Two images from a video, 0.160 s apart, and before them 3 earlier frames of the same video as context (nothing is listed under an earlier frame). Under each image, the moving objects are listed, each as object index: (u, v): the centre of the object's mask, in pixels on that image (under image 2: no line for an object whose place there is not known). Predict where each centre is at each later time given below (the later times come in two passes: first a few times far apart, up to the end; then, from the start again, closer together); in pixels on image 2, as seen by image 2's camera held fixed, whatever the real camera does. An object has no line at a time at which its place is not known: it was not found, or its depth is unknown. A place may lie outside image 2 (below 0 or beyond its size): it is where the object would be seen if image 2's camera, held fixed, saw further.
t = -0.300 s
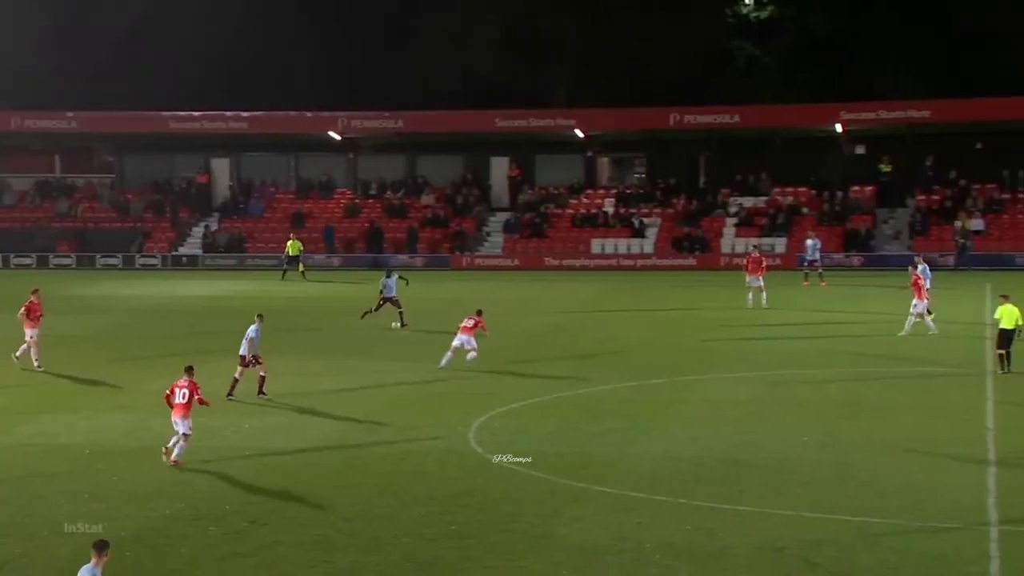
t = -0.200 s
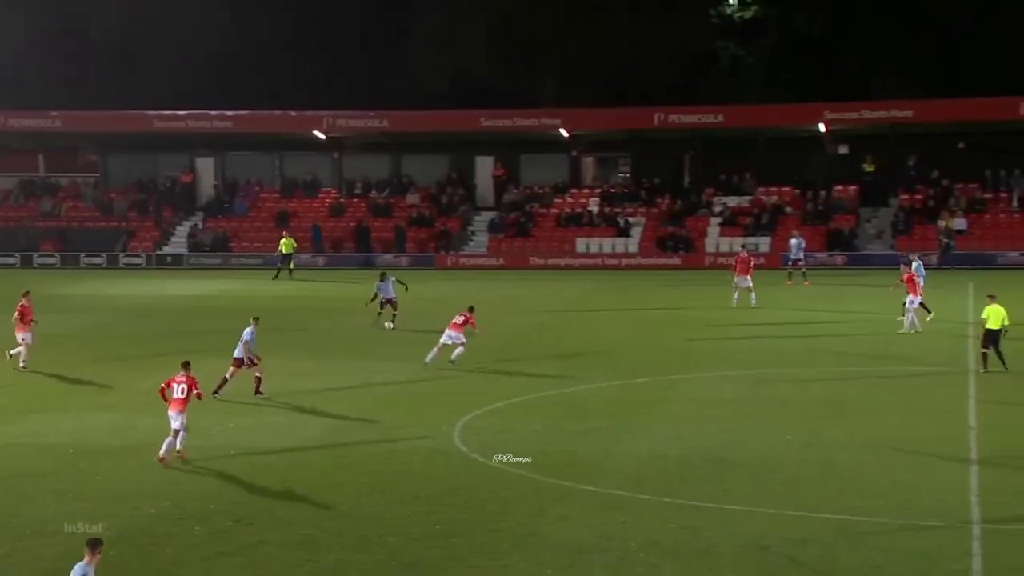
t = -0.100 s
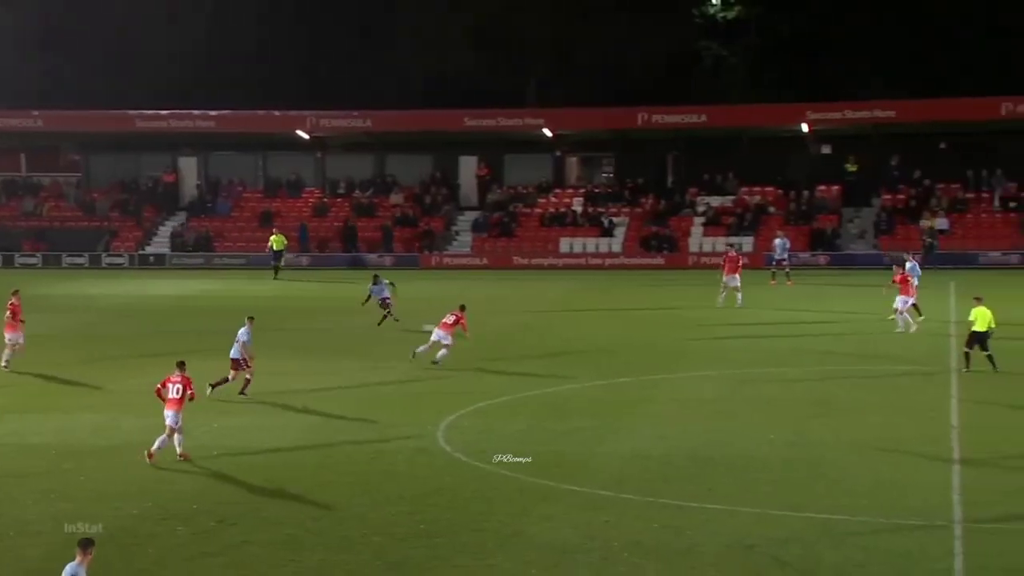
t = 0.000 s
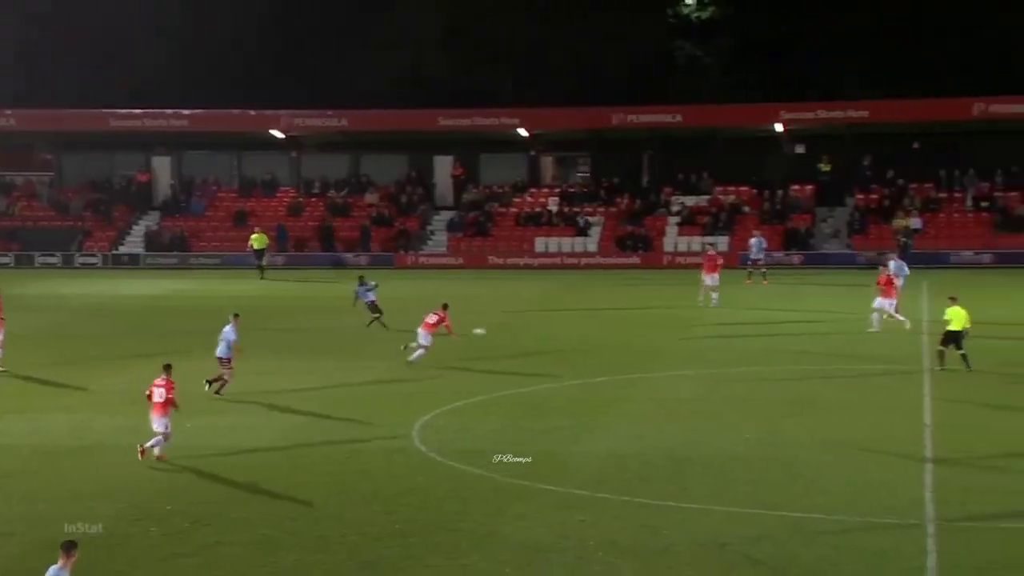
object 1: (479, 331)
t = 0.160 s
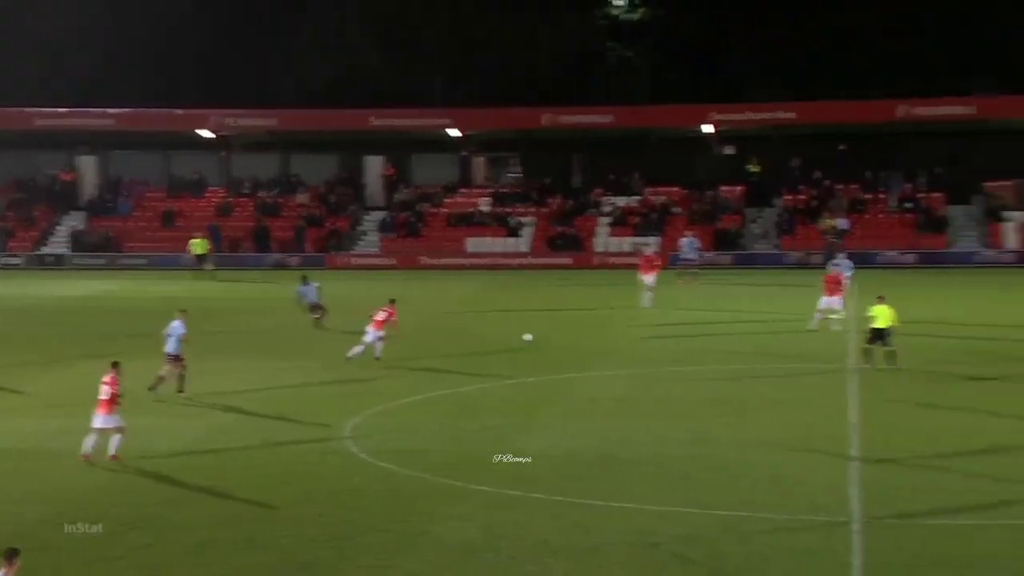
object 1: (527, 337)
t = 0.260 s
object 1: (597, 341)
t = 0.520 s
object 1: (770, 350)
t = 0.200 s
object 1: (555, 338)
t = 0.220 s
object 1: (569, 339)
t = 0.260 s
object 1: (597, 341)
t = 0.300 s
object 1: (624, 342)
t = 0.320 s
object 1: (638, 342)
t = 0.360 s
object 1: (665, 344)
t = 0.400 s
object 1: (692, 346)
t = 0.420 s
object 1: (705, 347)
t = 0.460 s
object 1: (731, 348)
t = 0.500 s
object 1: (757, 349)
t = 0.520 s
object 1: (770, 350)
